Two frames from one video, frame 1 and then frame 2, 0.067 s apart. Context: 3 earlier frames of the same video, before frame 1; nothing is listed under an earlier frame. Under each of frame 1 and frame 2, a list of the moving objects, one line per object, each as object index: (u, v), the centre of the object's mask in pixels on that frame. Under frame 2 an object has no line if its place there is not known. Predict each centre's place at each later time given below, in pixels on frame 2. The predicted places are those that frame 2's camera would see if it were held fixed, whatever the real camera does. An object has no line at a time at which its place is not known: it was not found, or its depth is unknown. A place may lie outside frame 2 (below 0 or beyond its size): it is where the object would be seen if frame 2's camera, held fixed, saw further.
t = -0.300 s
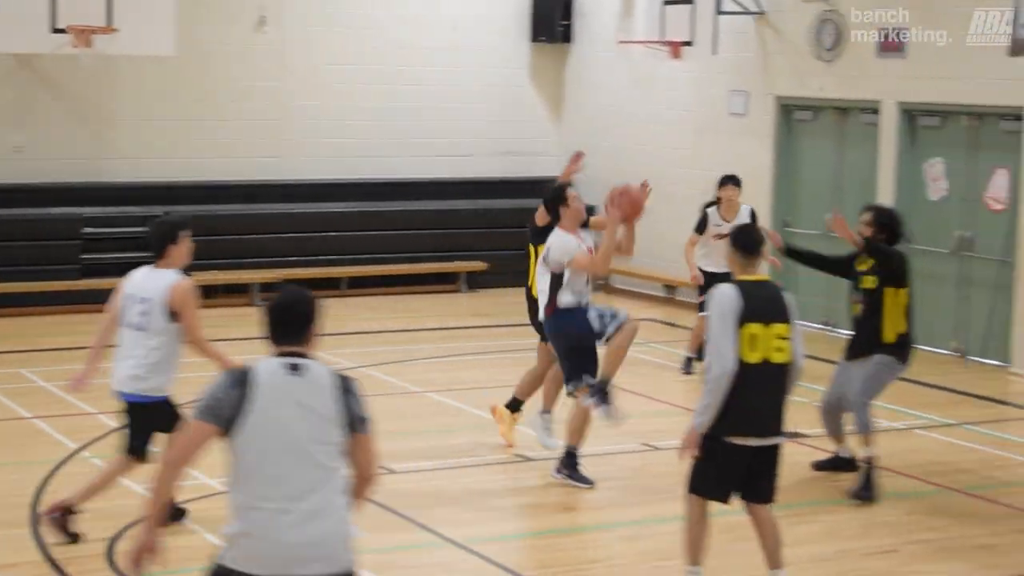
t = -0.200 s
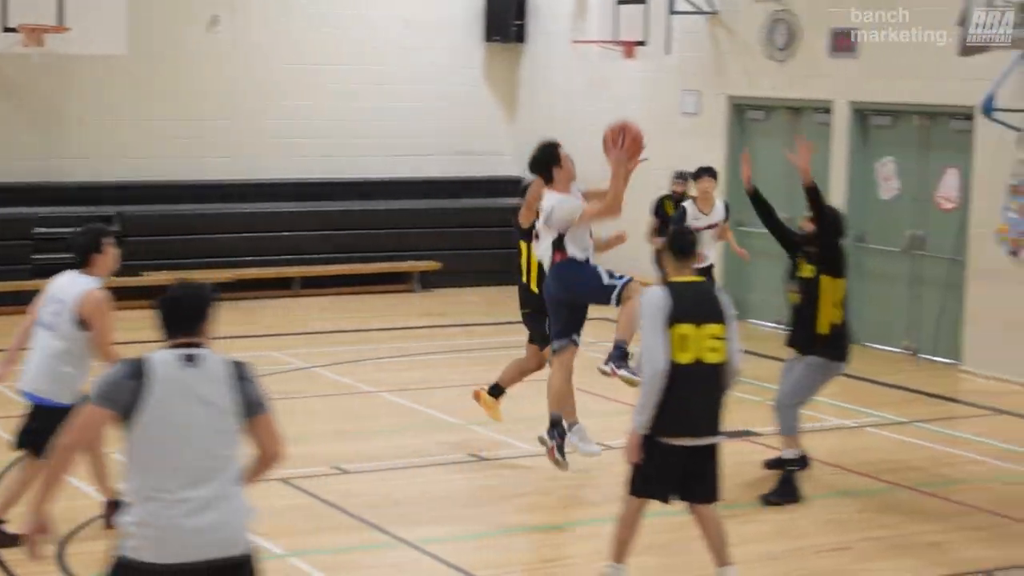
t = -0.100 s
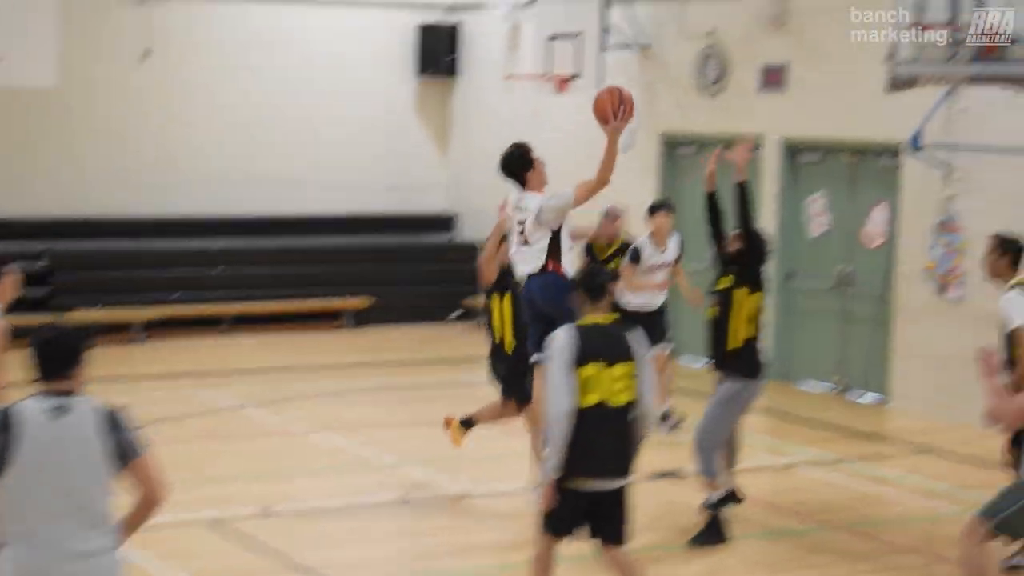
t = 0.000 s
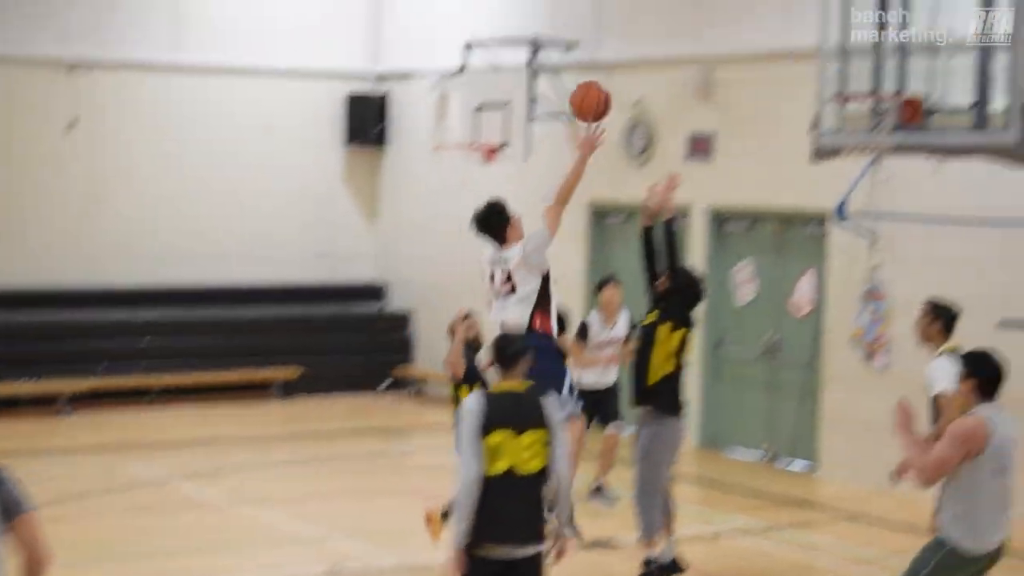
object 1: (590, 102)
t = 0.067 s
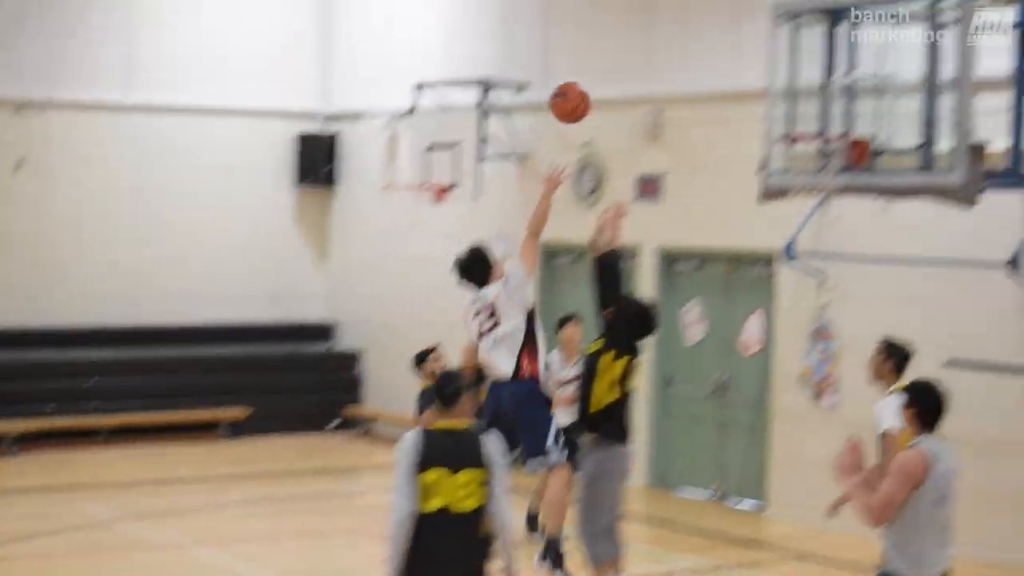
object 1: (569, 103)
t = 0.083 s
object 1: (576, 95)
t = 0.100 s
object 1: (583, 87)
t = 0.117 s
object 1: (591, 79)
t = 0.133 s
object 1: (598, 72)
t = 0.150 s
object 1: (605, 65)
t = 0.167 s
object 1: (611, 60)
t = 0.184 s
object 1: (618, 54)
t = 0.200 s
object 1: (625, 50)
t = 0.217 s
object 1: (632, 45)
